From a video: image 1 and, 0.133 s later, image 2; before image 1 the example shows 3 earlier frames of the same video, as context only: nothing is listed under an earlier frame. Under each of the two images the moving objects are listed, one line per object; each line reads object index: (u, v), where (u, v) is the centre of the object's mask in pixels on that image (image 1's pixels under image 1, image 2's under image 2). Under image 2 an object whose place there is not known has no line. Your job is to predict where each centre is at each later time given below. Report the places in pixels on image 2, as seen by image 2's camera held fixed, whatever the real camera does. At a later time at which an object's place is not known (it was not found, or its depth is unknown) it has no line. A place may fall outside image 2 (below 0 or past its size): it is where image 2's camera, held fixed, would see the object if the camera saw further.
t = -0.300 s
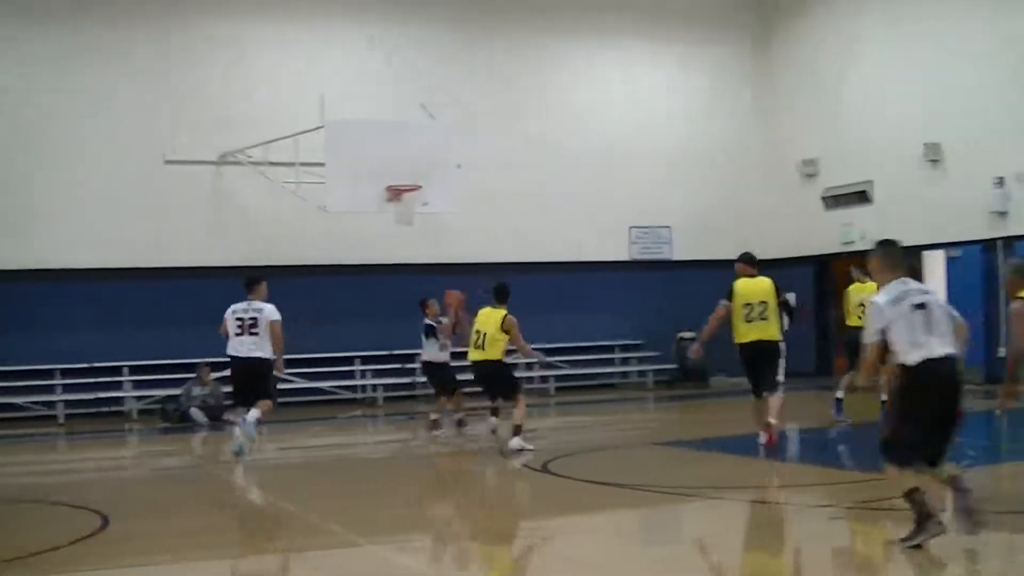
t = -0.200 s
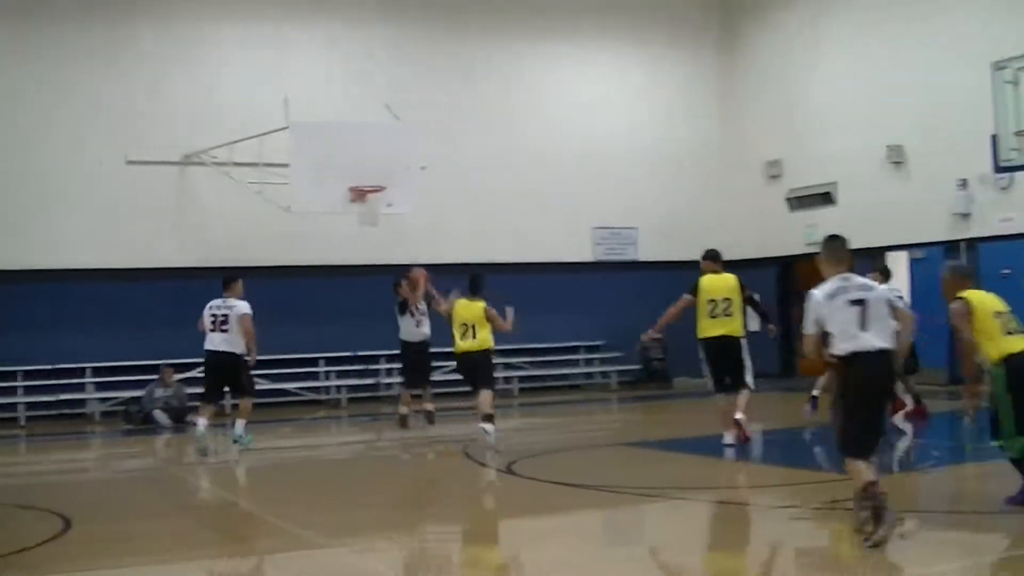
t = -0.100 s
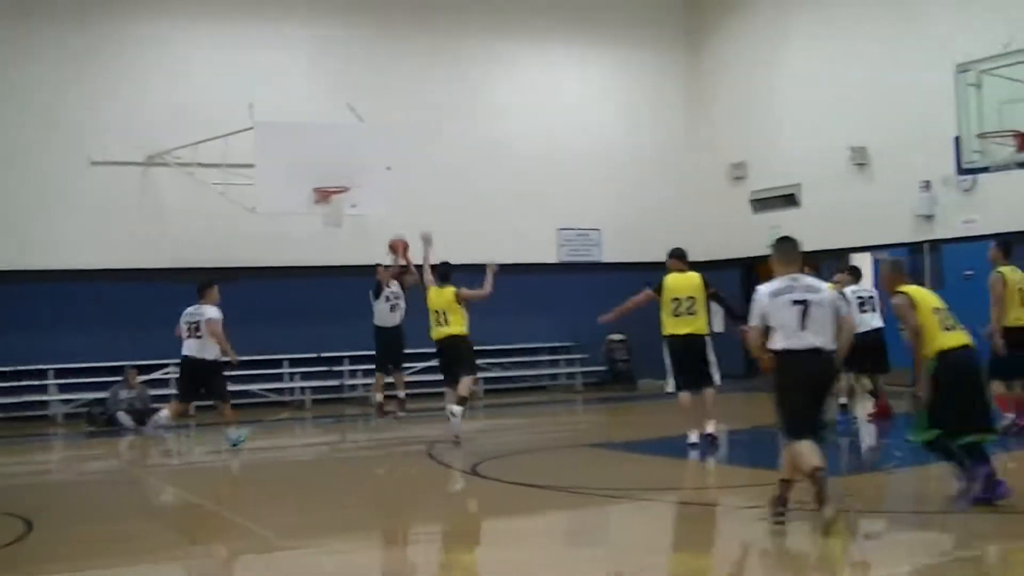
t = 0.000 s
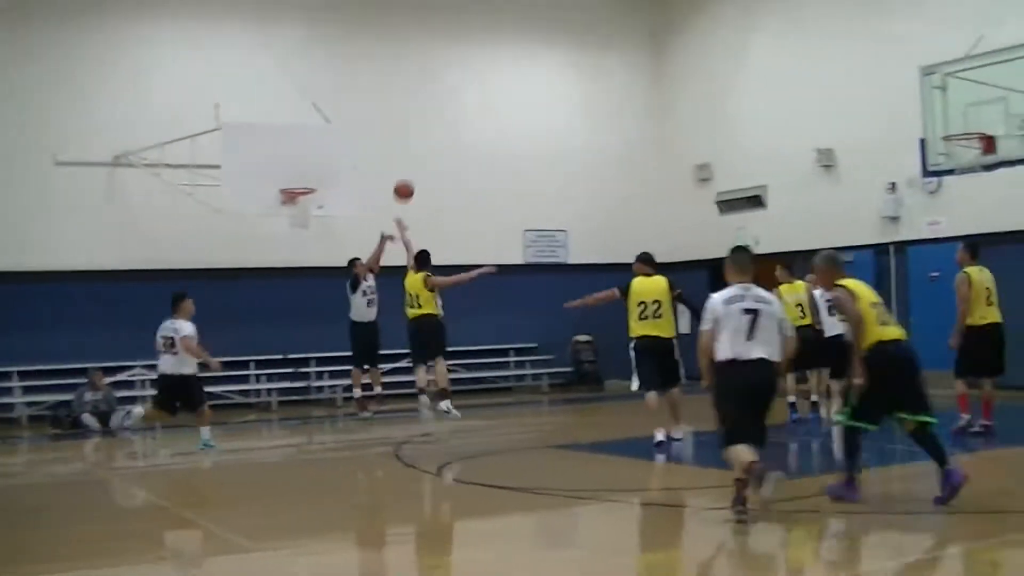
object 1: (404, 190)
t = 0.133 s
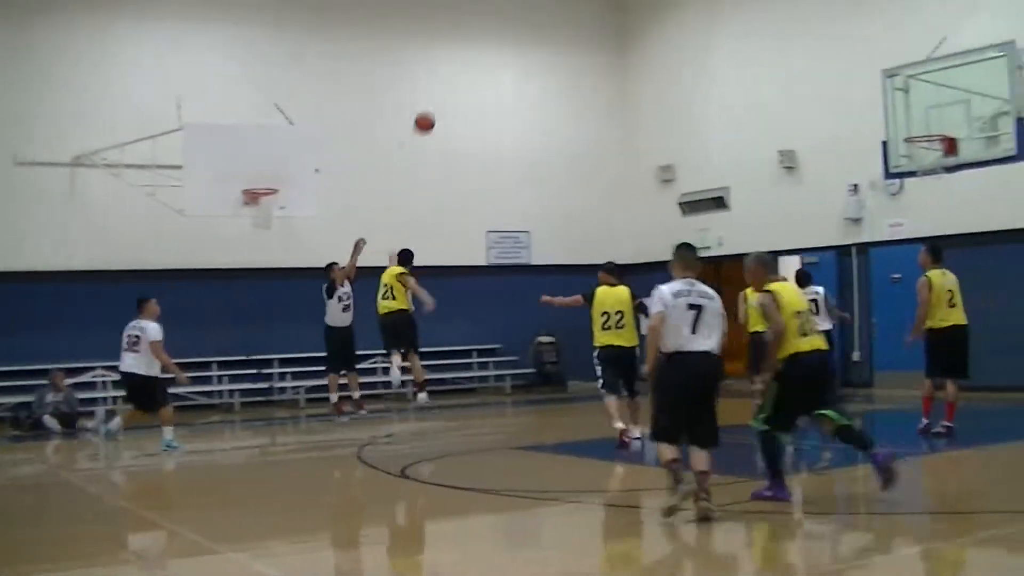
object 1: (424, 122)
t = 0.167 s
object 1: (437, 108)
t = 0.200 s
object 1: (450, 94)
